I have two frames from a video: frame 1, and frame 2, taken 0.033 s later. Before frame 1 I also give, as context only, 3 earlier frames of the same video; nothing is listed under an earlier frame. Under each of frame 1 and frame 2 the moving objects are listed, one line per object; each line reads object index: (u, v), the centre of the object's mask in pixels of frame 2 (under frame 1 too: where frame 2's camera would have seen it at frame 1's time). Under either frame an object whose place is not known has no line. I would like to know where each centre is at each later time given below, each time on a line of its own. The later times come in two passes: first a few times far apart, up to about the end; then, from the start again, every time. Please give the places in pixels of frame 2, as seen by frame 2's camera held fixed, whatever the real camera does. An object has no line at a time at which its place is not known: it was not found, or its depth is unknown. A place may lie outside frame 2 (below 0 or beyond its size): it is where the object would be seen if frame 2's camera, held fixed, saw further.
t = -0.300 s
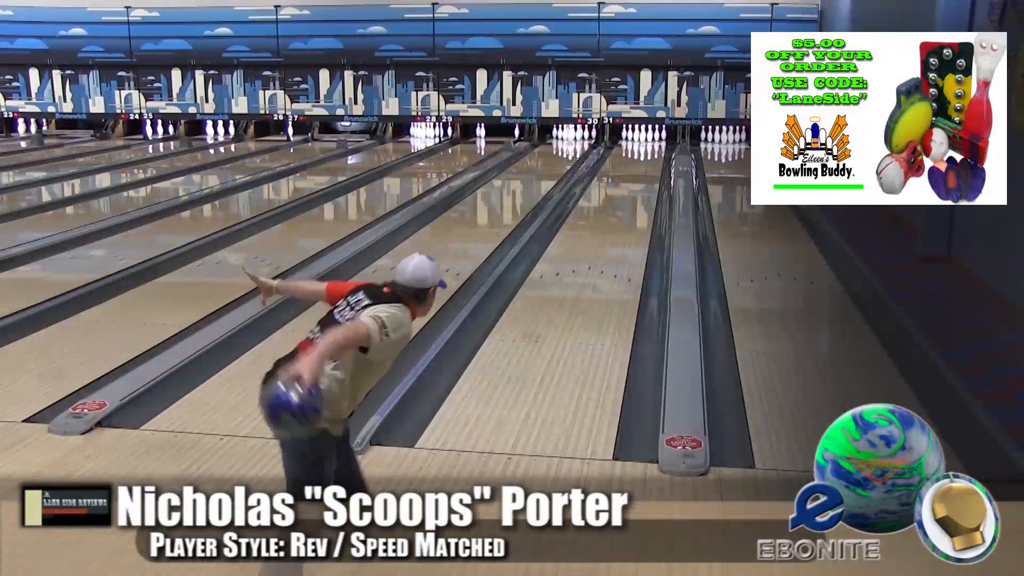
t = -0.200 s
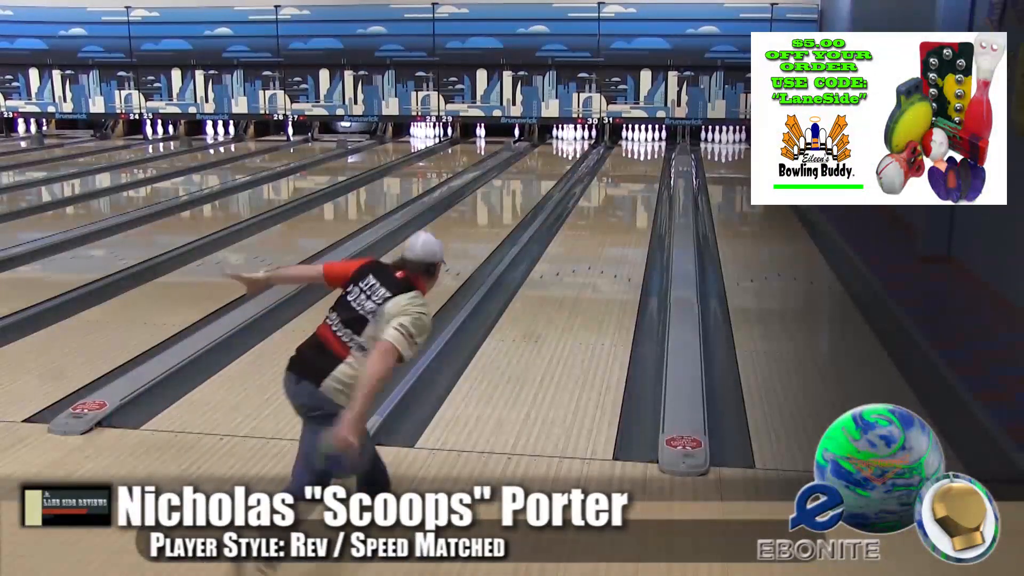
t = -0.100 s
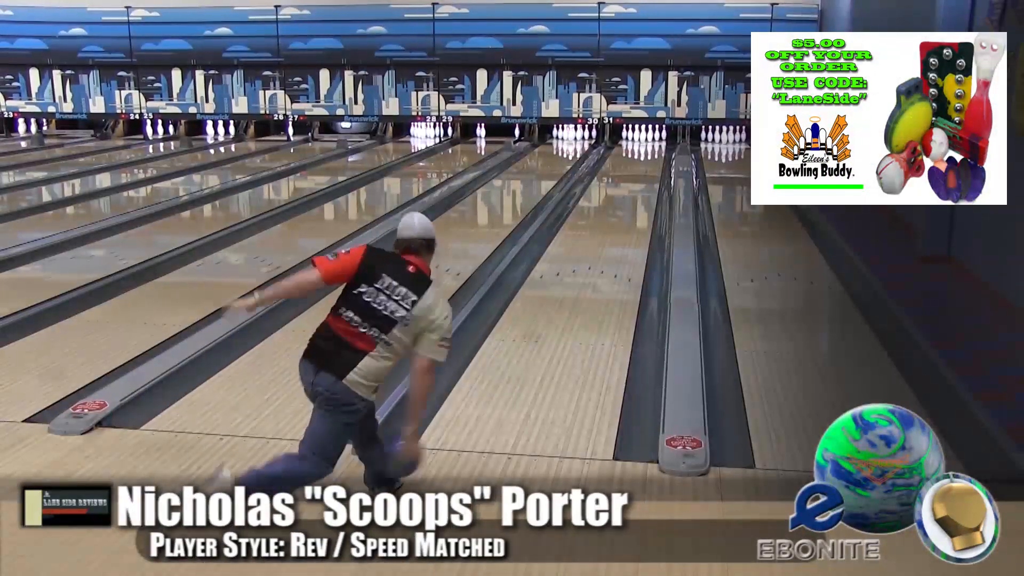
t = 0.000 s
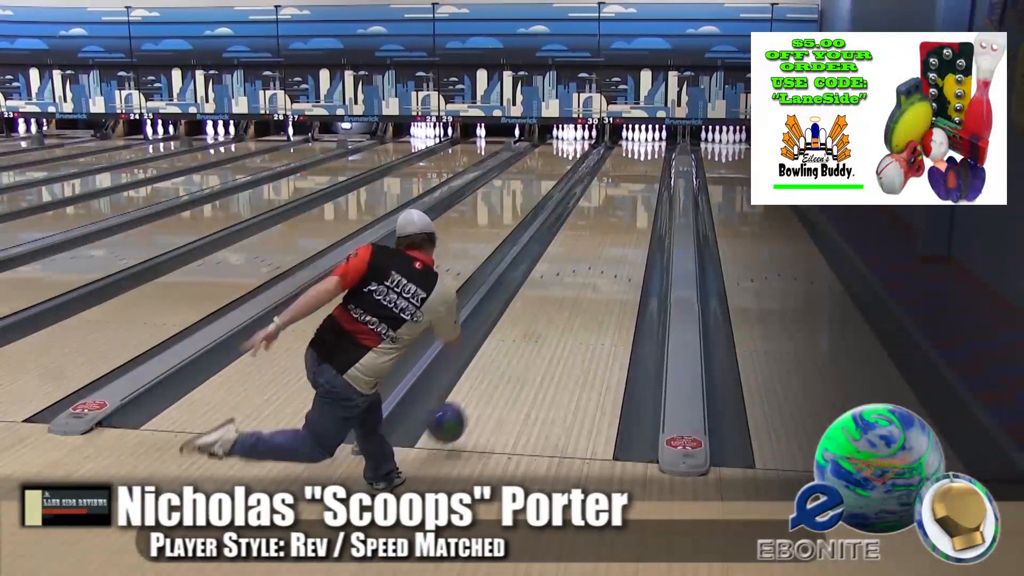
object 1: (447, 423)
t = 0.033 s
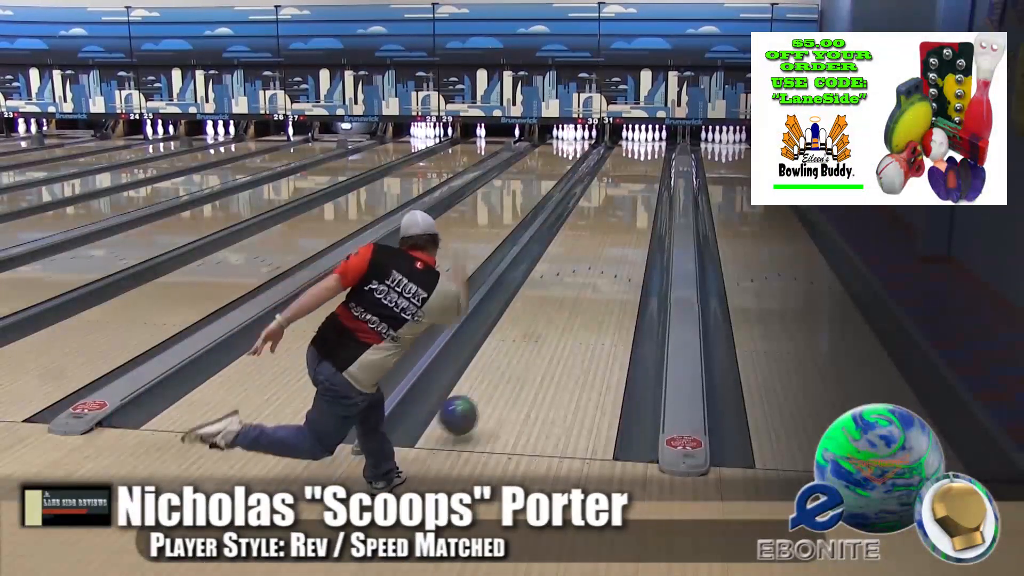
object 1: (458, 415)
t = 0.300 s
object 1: (530, 330)
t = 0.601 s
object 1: (578, 269)
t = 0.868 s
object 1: (605, 233)
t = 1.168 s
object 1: (626, 205)
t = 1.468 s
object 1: (640, 184)
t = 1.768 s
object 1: (649, 169)
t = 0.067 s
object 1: (470, 408)
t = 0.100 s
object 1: (480, 392)
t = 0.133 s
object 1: (490, 378)
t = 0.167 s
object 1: (499, 369)
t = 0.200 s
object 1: (508, 359)
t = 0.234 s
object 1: (516, 349)
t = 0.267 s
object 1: (523, 339)
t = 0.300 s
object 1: (530, 330)
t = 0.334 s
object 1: (537, 322)
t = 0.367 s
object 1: (543, 314)
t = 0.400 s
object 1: (549, 306)
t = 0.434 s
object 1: (554, 299)
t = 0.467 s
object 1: (559, 292)
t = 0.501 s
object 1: (564, 286)
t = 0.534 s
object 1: (569, 280)
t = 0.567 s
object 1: (573, 274)
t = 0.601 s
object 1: (578, 269)
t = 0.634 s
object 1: (582, 264)
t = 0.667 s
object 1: (585, 259)
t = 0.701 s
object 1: (589, 254)
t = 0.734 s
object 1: (593, 249)
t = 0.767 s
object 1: (596, 245)
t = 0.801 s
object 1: (599, 241)
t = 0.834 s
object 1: (602, 237)
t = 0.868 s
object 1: (605, 233)
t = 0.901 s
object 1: (607, 230)
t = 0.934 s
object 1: (610, 226)
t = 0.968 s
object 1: (613, 223)
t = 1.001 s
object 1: (615, 220)
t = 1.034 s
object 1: (618, 216)
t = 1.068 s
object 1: (620, 213)
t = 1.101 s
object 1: (622, 210)
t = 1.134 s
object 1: (624, 207)
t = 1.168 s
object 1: (626, 205)
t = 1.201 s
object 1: (628, 202)
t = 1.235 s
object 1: (629, 200)
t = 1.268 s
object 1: (631, 197)
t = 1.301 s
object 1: (633, 195)
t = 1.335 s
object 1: (635, 193)
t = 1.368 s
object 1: (636, 191)
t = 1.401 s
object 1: (637, 188)
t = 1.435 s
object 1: (639, 186)
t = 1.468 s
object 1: (640, 184)
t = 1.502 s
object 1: (642, 182)
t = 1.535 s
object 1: (643, 180)
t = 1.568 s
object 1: (644, 178)
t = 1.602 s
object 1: (645, 177)
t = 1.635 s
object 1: (646, 175)
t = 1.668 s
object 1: (647, 173)
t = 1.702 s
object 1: (648, 172)
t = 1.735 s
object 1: (648, 171)
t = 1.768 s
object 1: (649, 169)
